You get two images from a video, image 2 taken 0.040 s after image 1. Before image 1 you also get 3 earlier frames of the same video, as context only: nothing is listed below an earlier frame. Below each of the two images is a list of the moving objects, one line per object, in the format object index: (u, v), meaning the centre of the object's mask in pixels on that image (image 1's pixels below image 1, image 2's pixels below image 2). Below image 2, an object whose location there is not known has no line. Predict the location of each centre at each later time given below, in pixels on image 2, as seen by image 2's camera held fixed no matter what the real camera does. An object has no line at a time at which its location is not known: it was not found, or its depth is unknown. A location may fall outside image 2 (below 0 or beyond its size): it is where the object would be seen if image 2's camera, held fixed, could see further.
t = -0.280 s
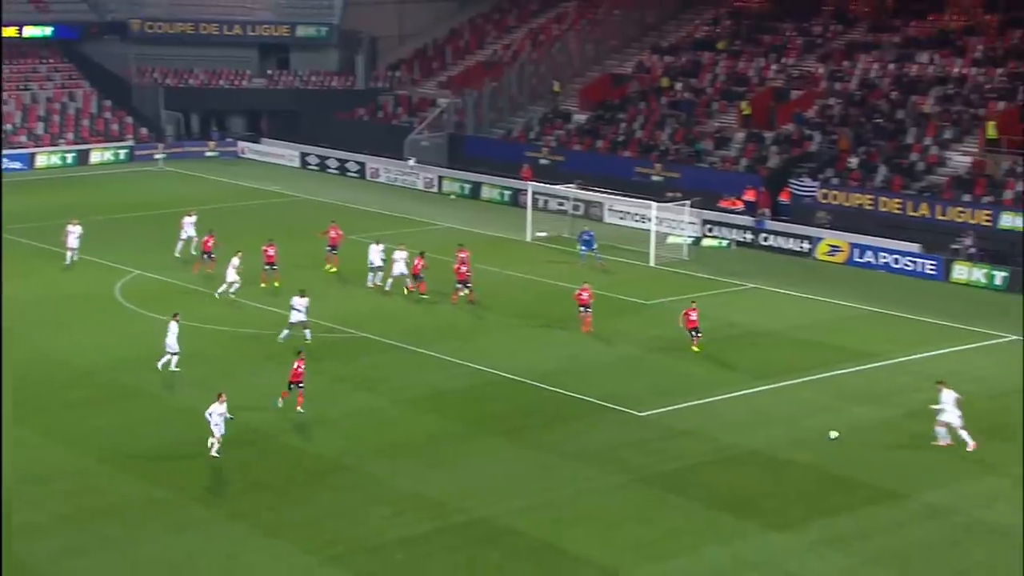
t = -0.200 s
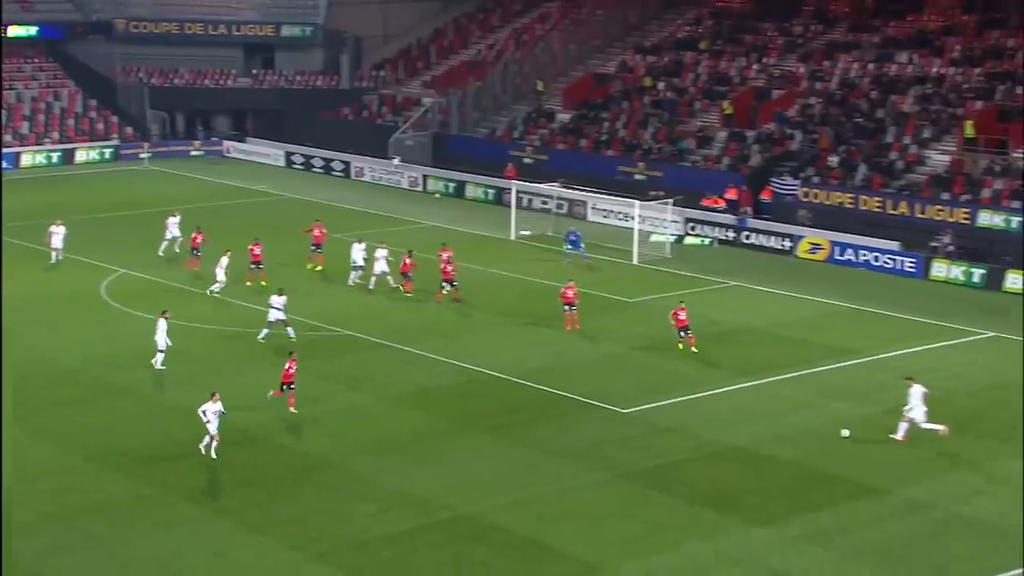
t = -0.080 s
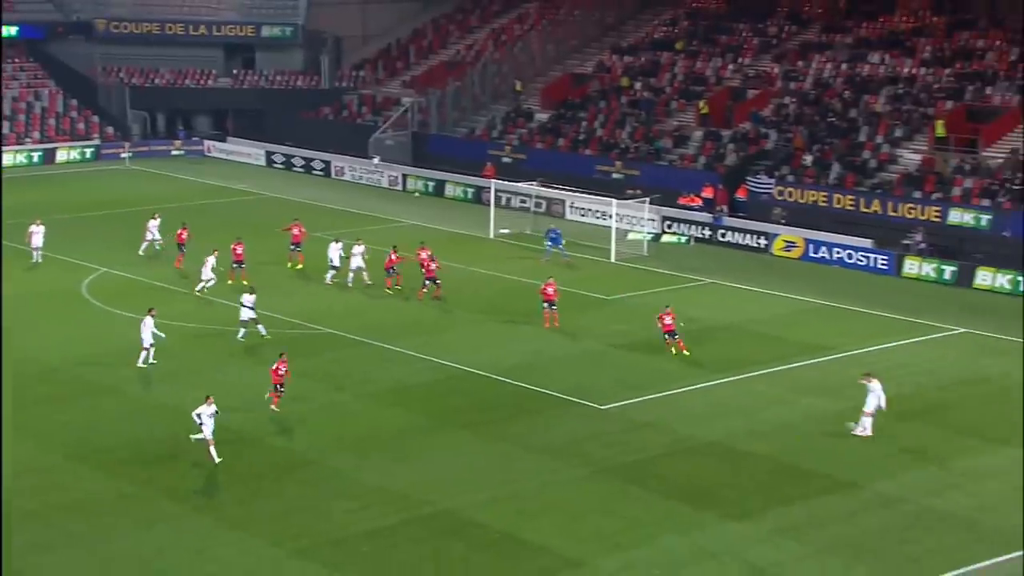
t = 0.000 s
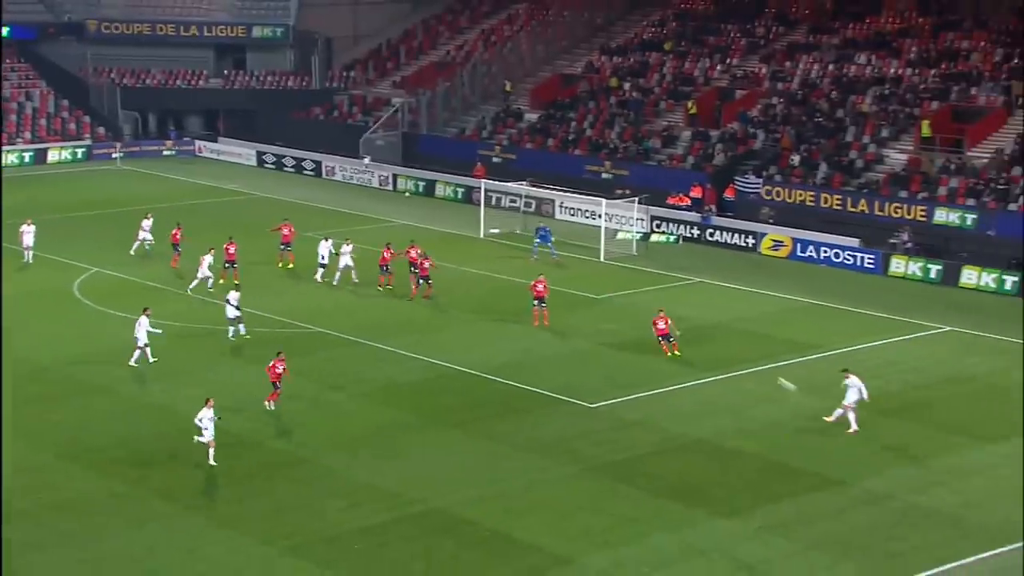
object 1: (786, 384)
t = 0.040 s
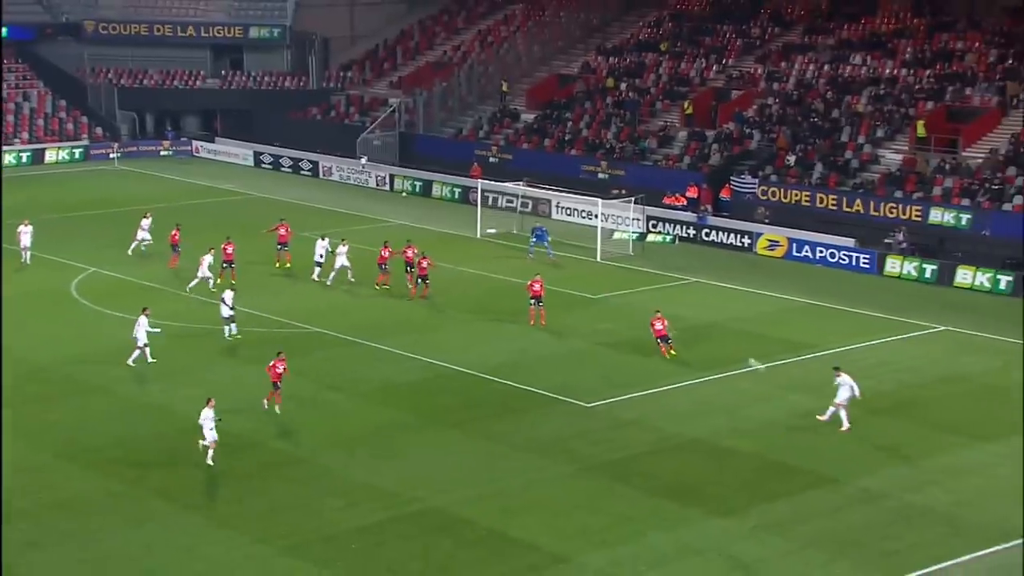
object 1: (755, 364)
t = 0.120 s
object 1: (707, 329)
